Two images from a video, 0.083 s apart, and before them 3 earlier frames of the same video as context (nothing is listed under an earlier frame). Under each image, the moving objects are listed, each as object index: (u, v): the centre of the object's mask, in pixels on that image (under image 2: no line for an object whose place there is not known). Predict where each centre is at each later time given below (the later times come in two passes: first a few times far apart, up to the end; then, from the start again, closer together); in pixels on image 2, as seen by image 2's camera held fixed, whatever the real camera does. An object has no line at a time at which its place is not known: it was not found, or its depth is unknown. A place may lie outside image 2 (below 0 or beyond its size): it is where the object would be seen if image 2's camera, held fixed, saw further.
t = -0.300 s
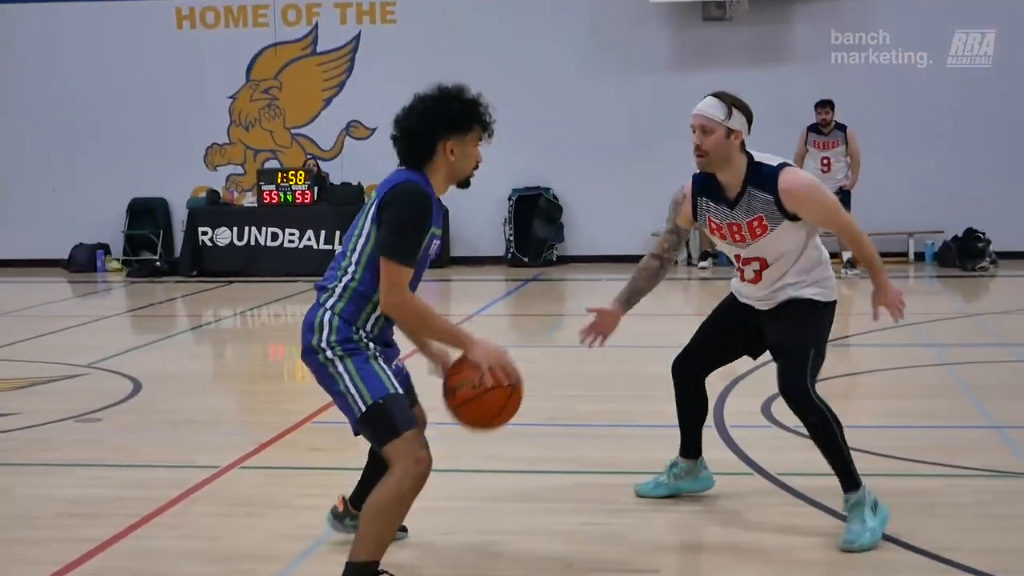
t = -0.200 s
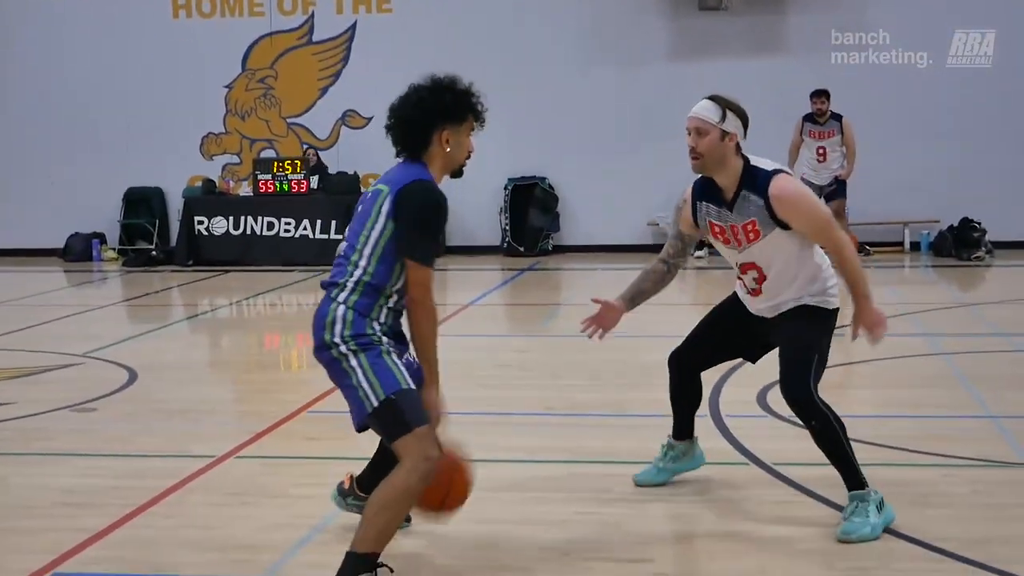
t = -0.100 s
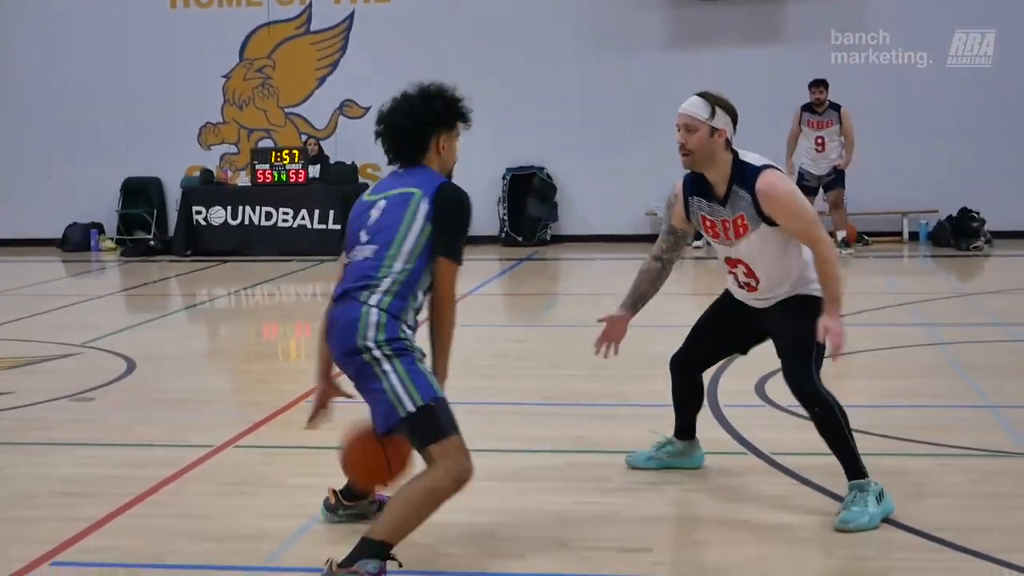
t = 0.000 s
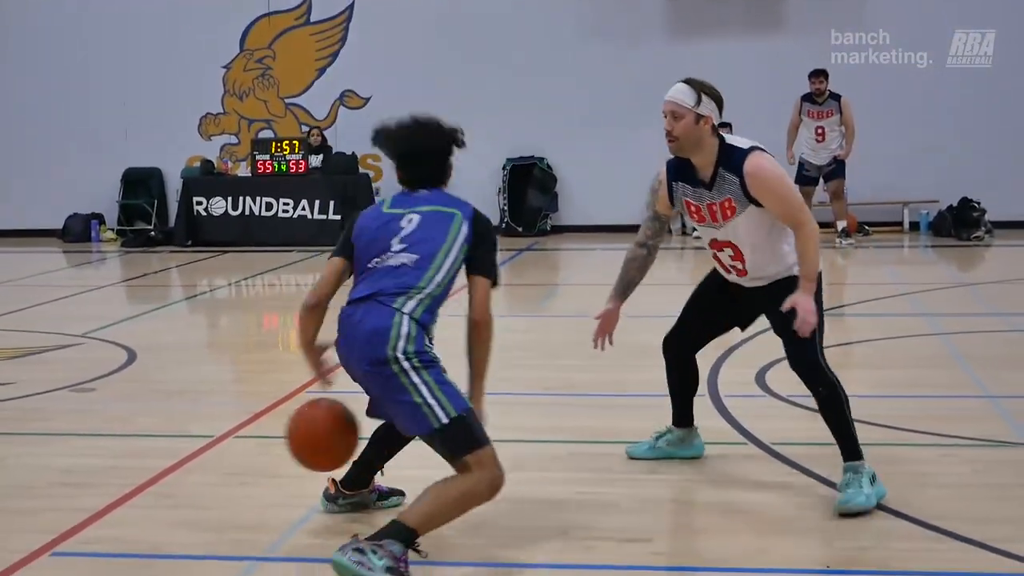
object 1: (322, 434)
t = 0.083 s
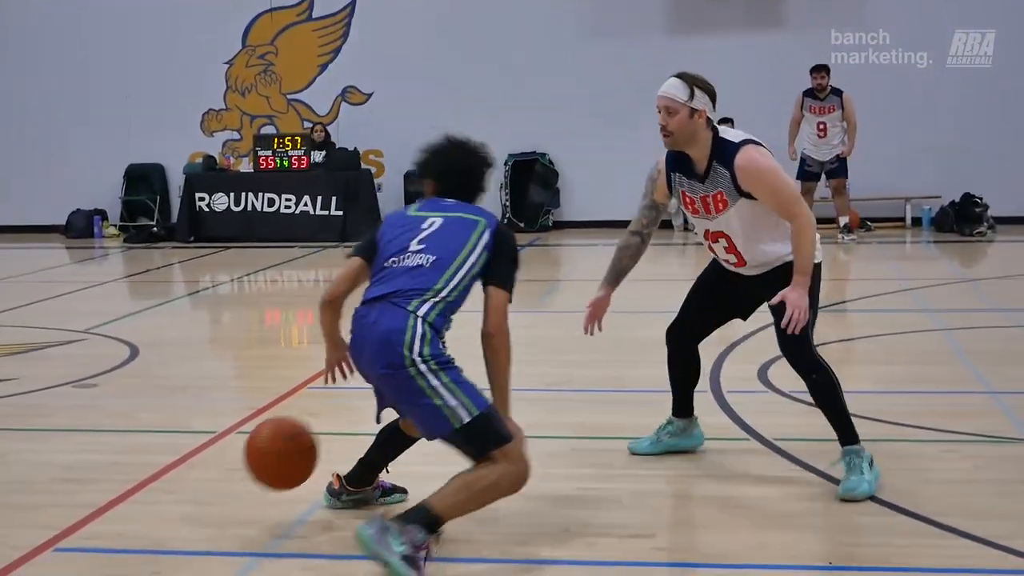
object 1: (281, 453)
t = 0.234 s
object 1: (220, 471)
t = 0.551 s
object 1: (158, 492)
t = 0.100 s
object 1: (273, 460)
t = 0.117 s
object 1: (263, 468)
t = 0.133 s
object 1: (256, 476)
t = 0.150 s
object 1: (246, 486)
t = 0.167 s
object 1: (238, 496)
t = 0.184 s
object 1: (233, 494)
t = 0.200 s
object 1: (229, 485)
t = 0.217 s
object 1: (225, 478)
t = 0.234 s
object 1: (220, 471)
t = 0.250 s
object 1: (216, 465)
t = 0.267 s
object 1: (212, 460)
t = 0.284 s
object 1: (209, 455)
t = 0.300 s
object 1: (205, 451)
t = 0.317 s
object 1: (202, 448)
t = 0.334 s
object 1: (199, 447)
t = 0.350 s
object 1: (197, 446)
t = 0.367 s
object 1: (195, 445)
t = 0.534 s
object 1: (164, 484)
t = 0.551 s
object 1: (158, 492)
